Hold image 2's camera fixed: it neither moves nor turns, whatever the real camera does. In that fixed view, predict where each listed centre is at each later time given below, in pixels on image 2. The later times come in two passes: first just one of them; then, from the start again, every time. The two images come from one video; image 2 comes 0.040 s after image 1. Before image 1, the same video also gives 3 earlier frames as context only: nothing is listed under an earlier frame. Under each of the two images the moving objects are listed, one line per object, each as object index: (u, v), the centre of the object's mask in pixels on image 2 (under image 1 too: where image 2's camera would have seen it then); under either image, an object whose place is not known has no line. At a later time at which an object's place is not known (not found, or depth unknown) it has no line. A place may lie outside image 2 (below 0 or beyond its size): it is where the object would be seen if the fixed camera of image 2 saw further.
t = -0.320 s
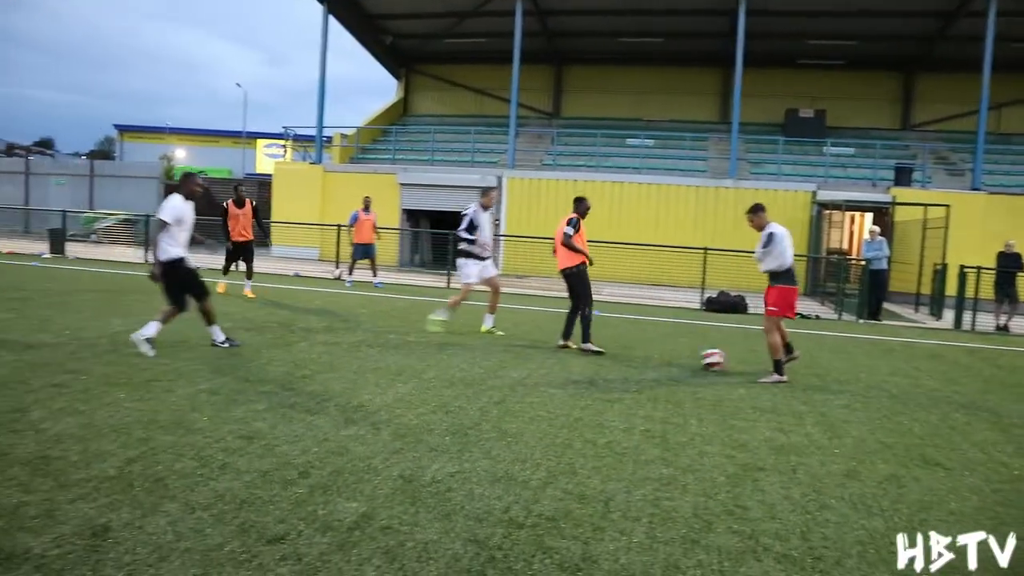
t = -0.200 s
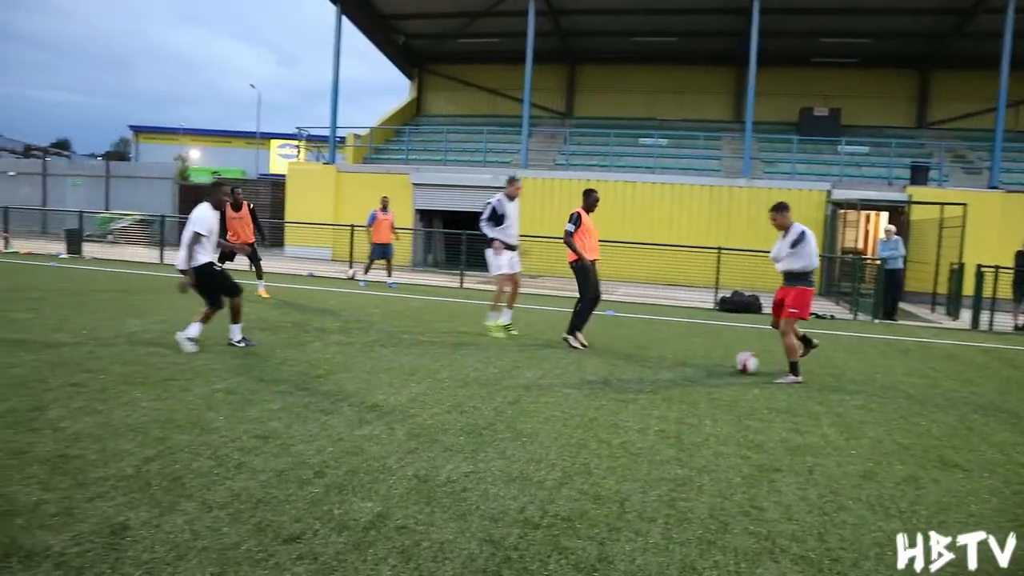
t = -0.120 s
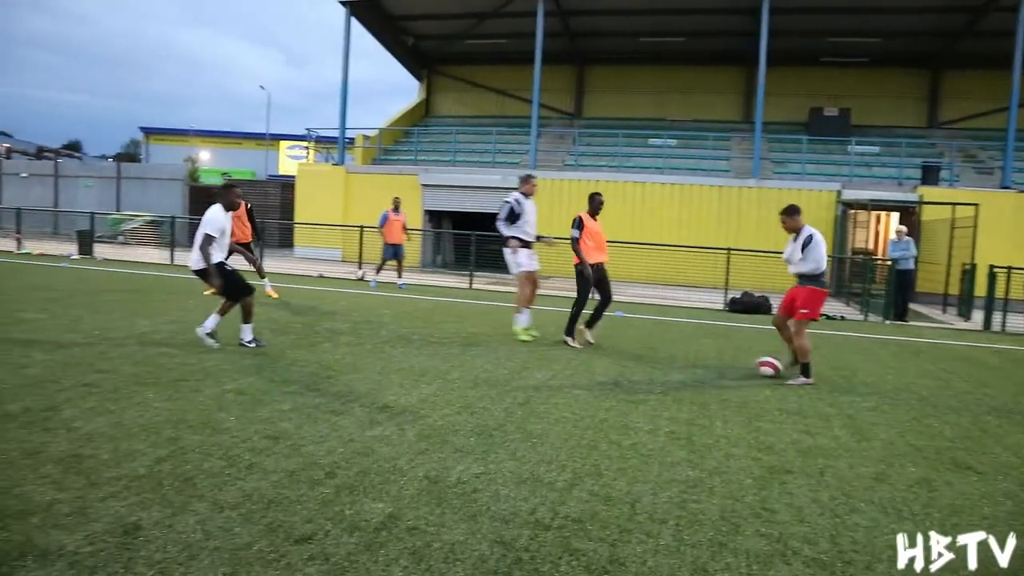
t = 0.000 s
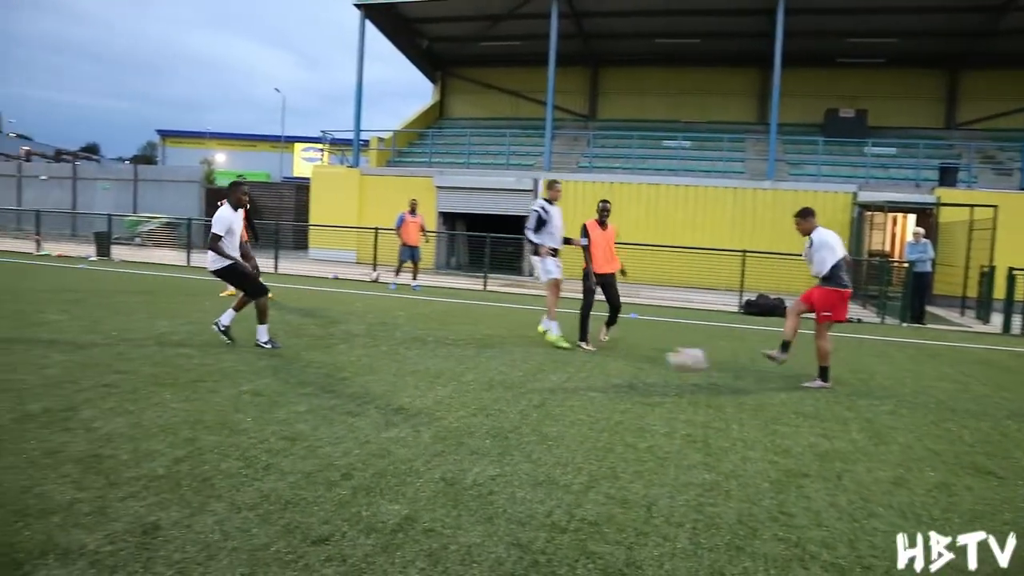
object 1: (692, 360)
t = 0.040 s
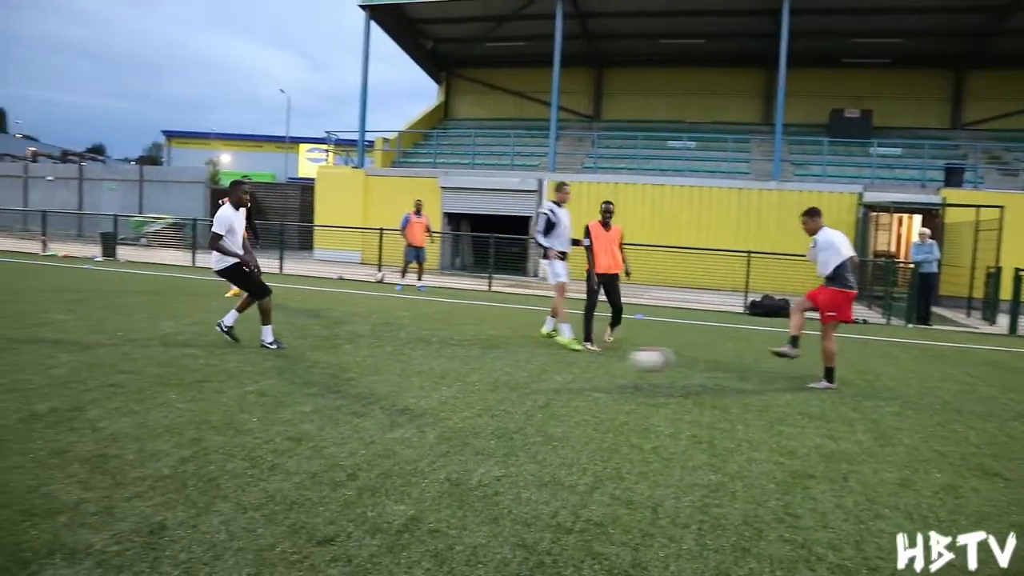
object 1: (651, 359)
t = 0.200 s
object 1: (452, 372)
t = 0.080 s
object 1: (606, 358)
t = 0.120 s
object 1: (558, 360)
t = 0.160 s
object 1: (507, 365)
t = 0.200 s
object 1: (452, 372)
